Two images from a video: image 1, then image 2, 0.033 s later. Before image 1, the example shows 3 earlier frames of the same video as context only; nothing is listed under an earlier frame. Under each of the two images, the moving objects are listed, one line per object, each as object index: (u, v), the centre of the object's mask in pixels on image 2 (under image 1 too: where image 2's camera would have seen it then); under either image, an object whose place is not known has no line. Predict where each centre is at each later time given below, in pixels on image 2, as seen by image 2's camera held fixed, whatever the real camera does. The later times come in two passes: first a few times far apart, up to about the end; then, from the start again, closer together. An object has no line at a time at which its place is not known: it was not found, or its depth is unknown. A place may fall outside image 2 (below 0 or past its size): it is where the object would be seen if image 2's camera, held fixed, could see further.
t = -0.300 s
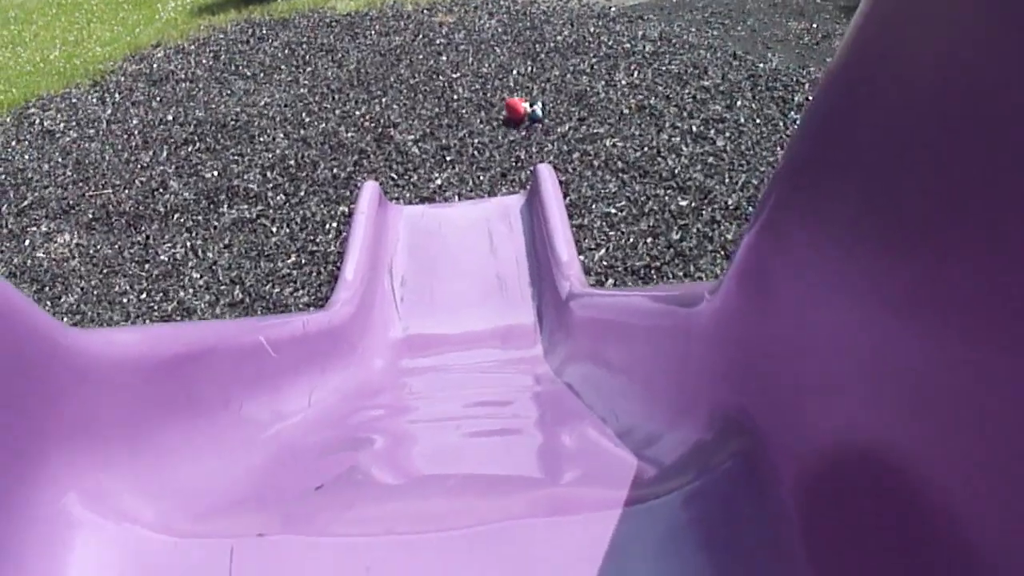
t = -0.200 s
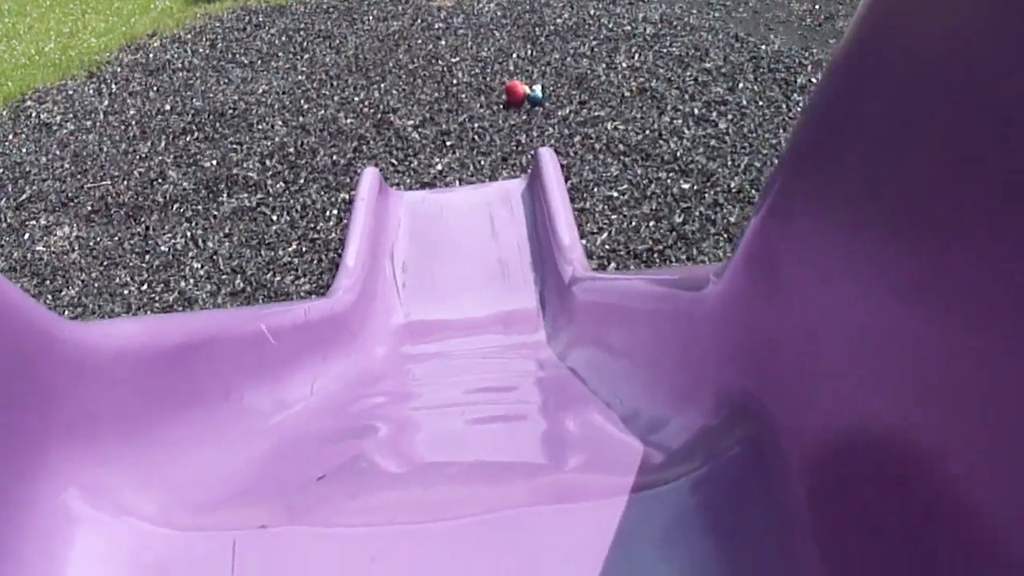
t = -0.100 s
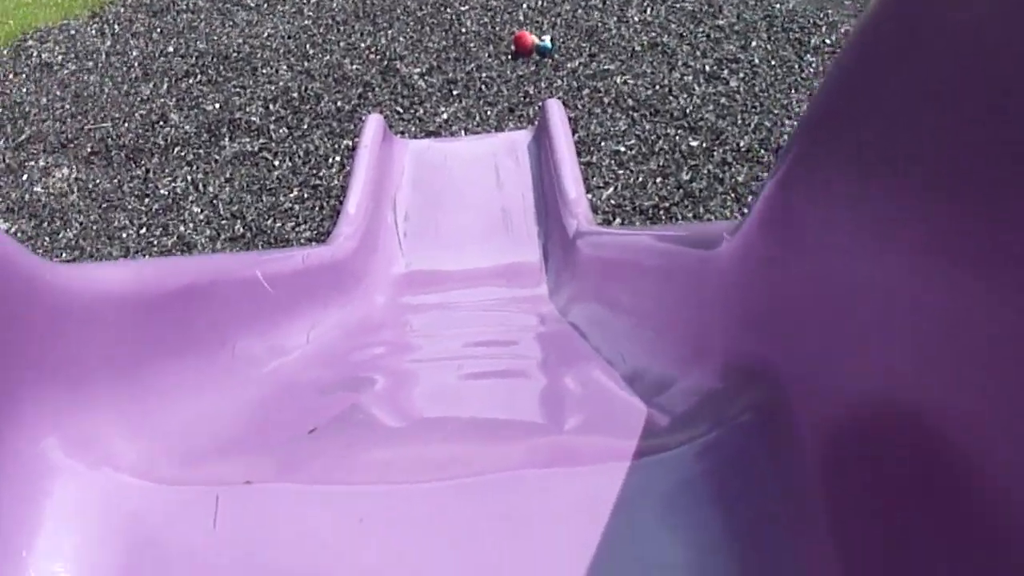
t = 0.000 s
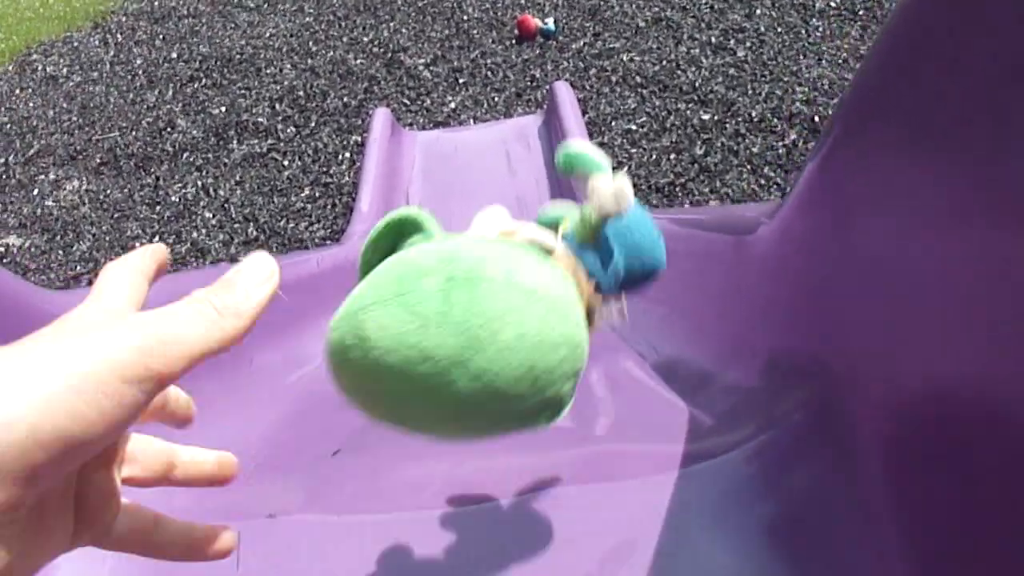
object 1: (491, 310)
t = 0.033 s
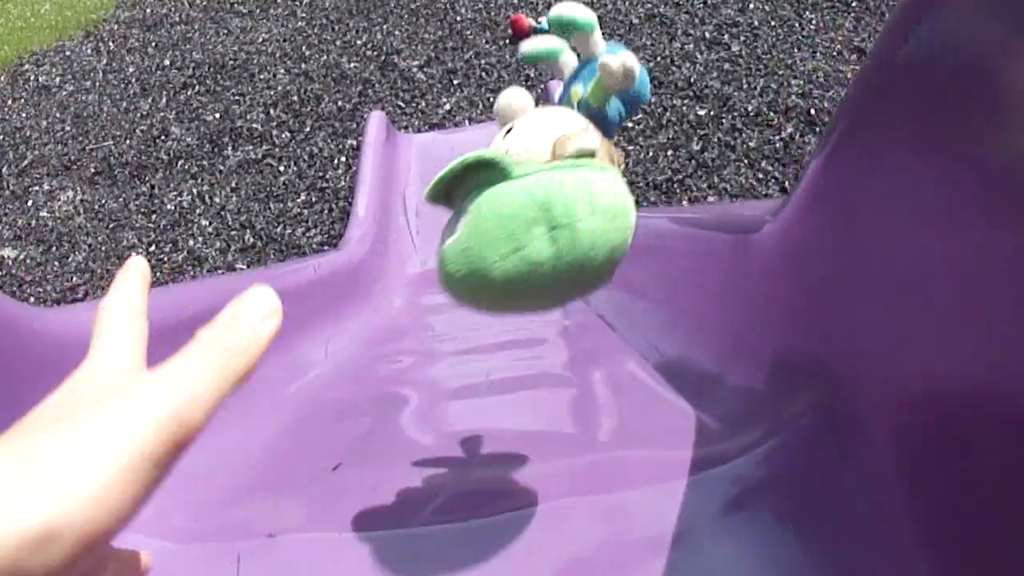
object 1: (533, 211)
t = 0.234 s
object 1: (637, 53)
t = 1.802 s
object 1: (597, 143)
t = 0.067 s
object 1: (580, 120)
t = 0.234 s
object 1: (637, 53)
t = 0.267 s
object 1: (642, 67)
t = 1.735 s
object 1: (598, 143)
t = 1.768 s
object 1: (597, 143)
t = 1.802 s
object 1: (597, 143)
